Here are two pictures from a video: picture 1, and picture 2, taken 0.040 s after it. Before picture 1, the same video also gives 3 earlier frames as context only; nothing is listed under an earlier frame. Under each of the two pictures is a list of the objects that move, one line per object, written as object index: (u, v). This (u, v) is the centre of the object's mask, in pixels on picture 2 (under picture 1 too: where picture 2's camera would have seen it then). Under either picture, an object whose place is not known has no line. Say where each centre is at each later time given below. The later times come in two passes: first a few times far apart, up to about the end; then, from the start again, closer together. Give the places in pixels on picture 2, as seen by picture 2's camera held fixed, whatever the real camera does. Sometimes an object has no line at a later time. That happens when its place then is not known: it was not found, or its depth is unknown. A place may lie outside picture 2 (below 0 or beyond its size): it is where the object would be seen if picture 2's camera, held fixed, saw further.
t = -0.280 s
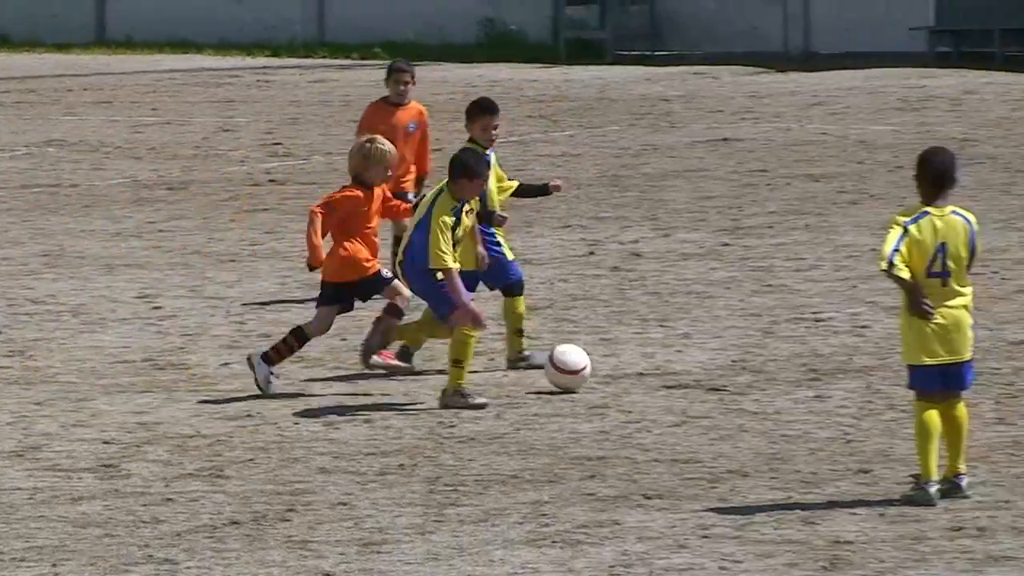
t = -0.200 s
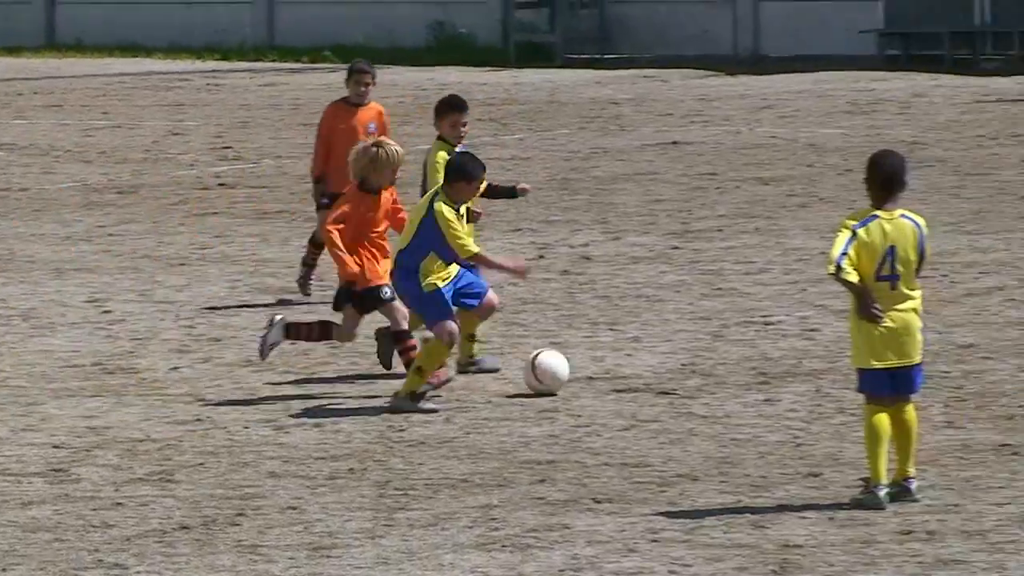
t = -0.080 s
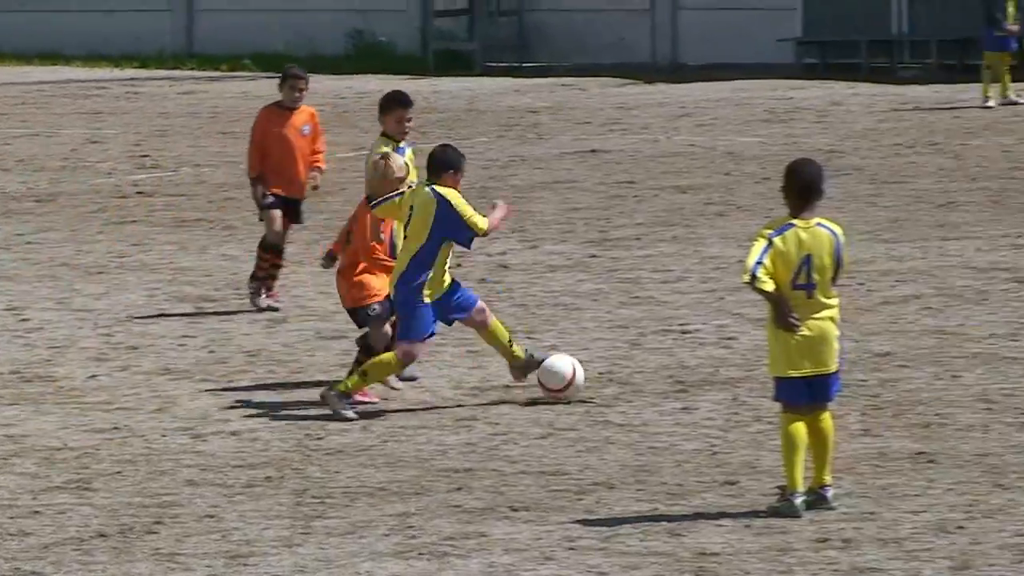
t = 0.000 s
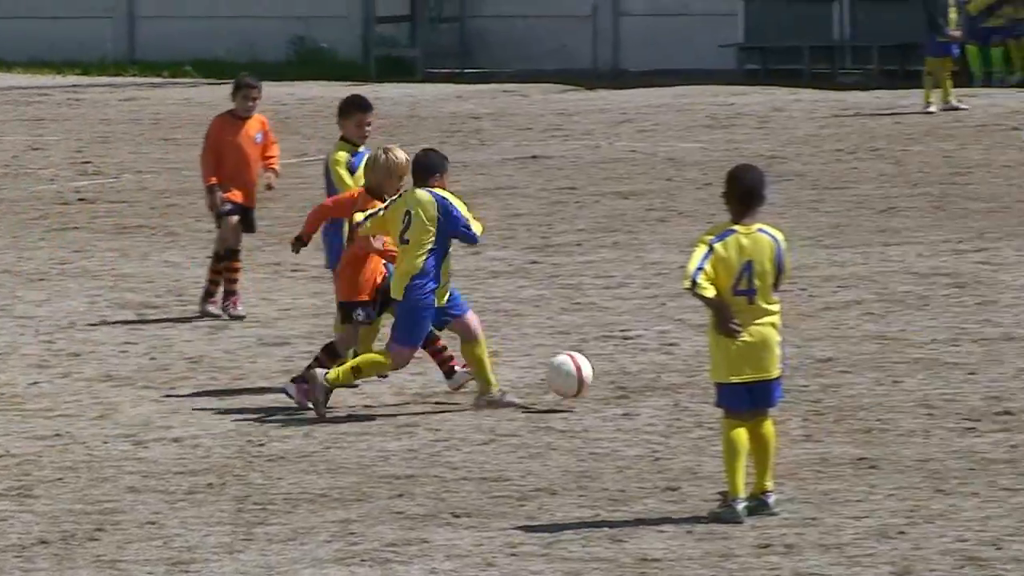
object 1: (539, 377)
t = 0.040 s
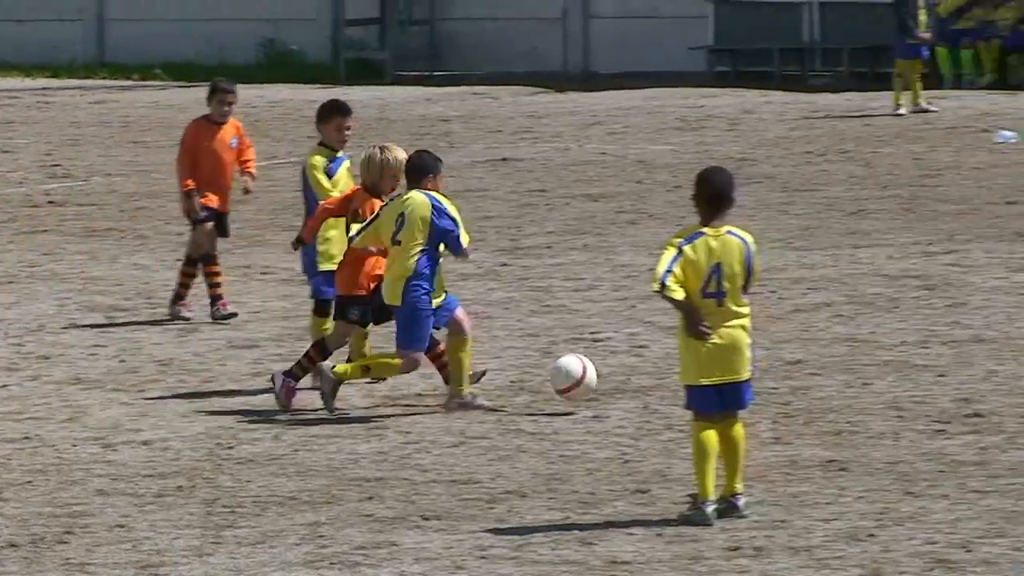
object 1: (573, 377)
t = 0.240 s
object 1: (761, 382)
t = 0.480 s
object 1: (953, 398)
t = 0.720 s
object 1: (1166, 391)
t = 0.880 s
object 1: (1322, 401)
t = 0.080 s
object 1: (607, 380)
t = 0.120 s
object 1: (642, 389)
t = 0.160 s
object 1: (671, 388)
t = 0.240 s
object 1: (761, 382)
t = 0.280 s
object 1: (777, 388)
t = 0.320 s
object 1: (812, 393)
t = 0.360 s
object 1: (847, 393)
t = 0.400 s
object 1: (881, 394)
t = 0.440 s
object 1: (916, 395)
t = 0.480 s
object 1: (953, 398)
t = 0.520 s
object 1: (987, 393)
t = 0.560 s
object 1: (1021, 385)
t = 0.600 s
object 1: (1056, 382)
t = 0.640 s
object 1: (1093, 381)
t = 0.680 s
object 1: (1129, 384)
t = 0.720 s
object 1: (1166, 391)
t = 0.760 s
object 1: (1204, 401)
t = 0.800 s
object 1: (1242, 402)
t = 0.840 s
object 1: (1281, 399)
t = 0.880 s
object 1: (1322, 401)
